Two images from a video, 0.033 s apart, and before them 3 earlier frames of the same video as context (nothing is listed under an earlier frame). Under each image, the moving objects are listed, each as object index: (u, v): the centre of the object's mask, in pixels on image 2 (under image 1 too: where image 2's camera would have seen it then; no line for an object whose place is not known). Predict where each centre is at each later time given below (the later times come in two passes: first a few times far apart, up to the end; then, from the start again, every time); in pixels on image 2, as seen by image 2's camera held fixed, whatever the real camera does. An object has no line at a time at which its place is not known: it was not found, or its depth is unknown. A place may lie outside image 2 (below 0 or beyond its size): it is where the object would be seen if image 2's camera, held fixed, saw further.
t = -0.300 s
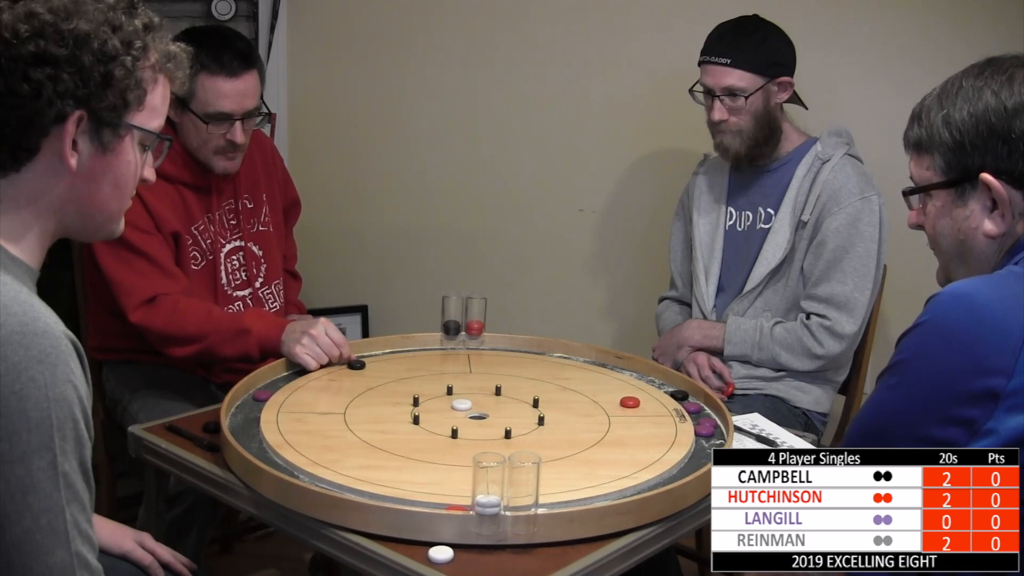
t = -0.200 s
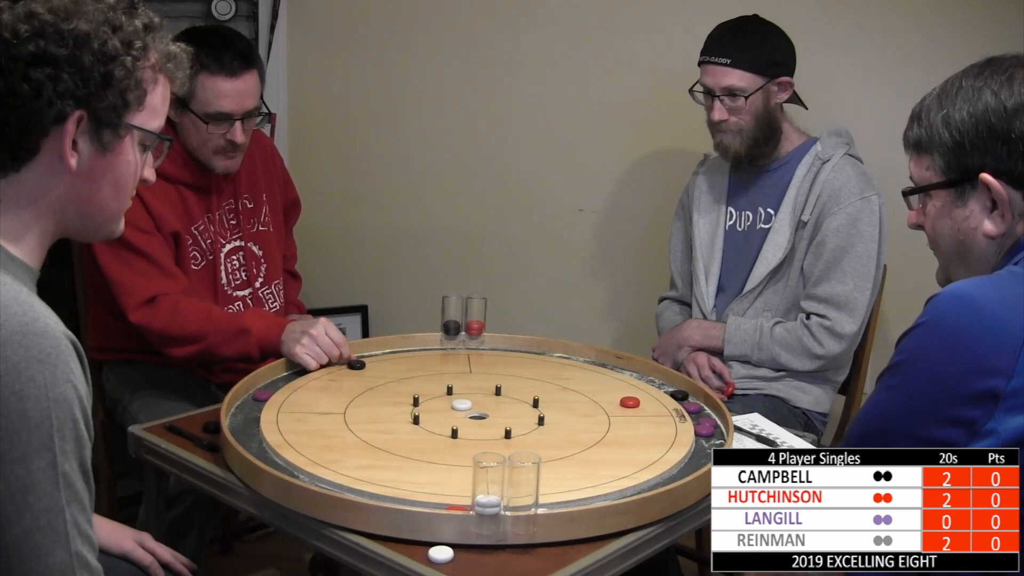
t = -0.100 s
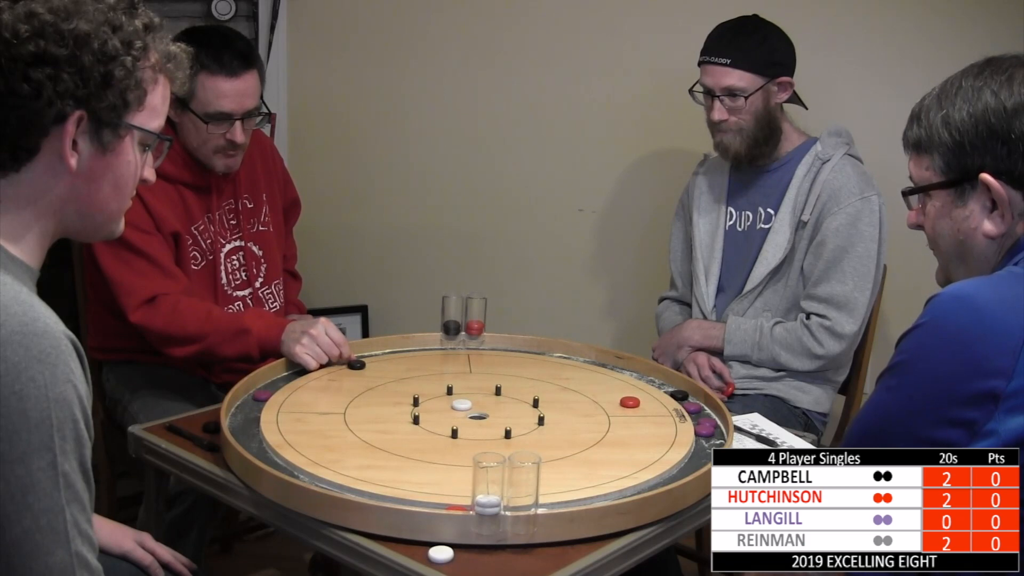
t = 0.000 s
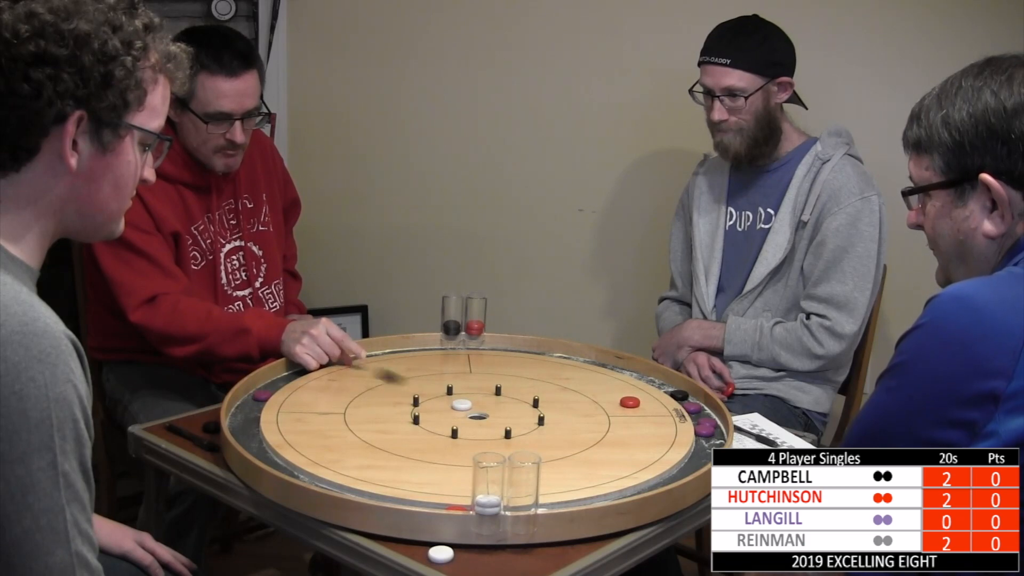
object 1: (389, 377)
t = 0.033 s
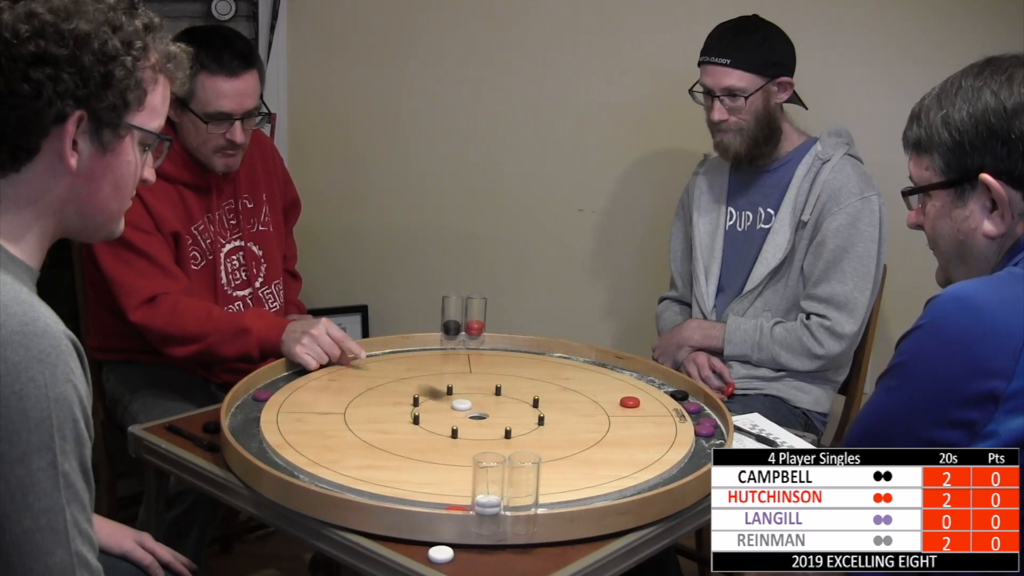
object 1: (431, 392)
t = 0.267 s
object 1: (509, 401)
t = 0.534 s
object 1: (523, 398)
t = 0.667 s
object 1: (523, 397)
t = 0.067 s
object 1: (457, 399)
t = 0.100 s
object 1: (468, 400)
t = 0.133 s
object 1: (478, 400)
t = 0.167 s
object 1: (487, 400)
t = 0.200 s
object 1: (495, 400)
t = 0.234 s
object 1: (502, 400)
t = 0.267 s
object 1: (509, 401)
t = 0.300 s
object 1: (515, 401)
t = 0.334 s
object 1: (520, 401)
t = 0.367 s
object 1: (524, 401)
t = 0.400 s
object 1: (524, 400)
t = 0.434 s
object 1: (524, 399)
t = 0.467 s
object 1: (523, 399)
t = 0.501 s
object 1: (523, 398)
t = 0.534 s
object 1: (523, 398)
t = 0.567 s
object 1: (523, 397)
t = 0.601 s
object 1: (523, 397)
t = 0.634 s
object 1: (523, 397)
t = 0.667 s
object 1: (523, 397)
